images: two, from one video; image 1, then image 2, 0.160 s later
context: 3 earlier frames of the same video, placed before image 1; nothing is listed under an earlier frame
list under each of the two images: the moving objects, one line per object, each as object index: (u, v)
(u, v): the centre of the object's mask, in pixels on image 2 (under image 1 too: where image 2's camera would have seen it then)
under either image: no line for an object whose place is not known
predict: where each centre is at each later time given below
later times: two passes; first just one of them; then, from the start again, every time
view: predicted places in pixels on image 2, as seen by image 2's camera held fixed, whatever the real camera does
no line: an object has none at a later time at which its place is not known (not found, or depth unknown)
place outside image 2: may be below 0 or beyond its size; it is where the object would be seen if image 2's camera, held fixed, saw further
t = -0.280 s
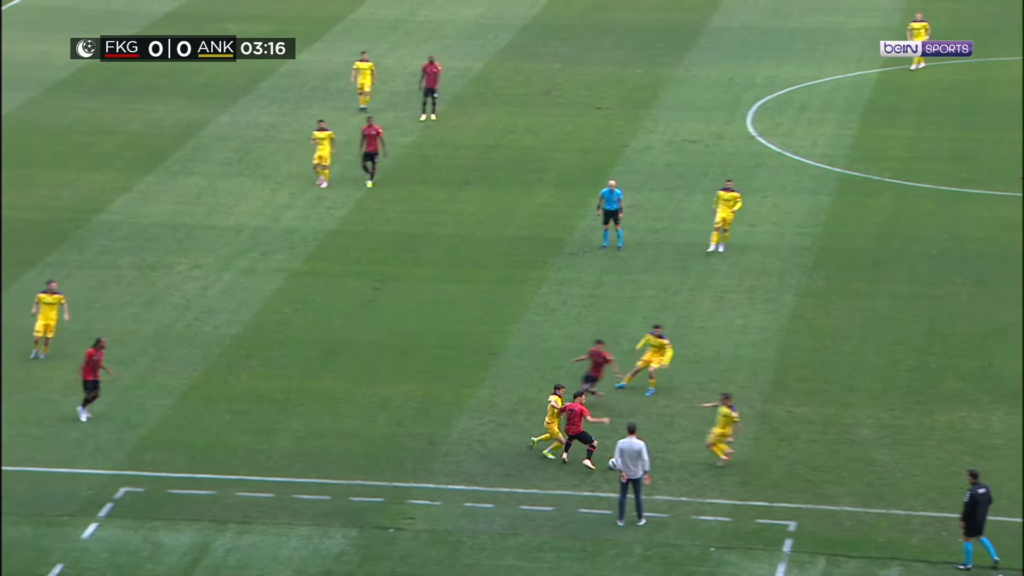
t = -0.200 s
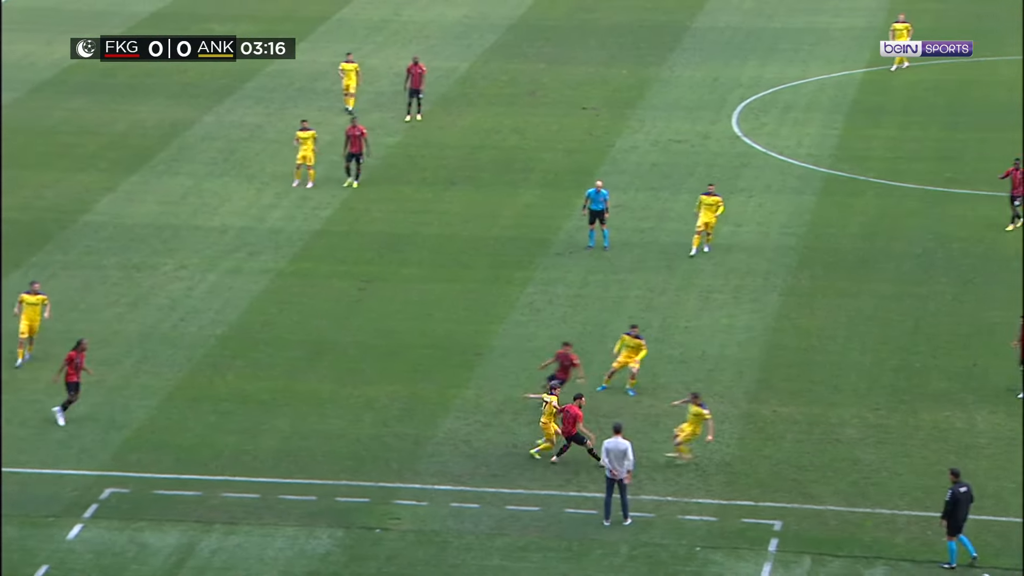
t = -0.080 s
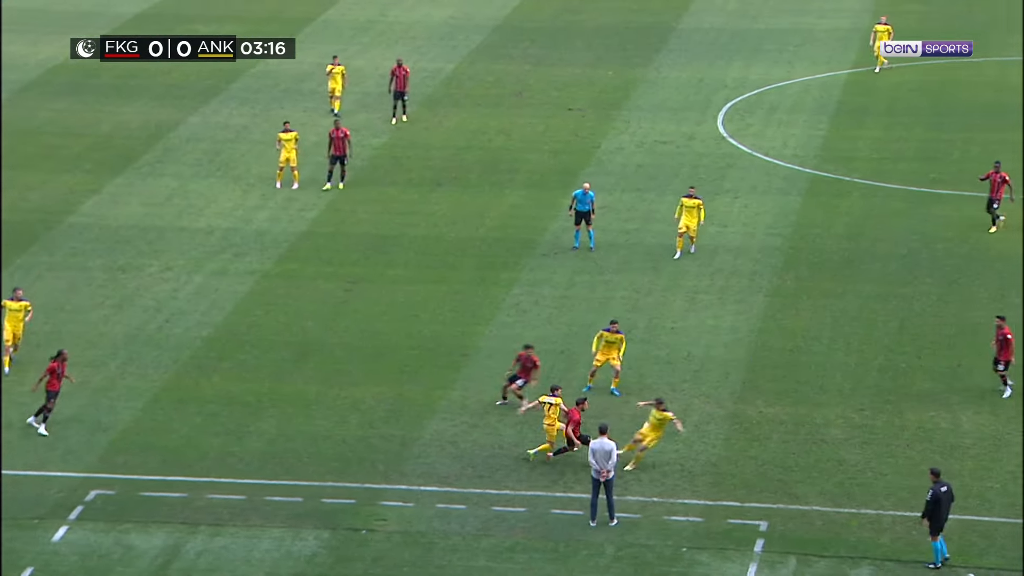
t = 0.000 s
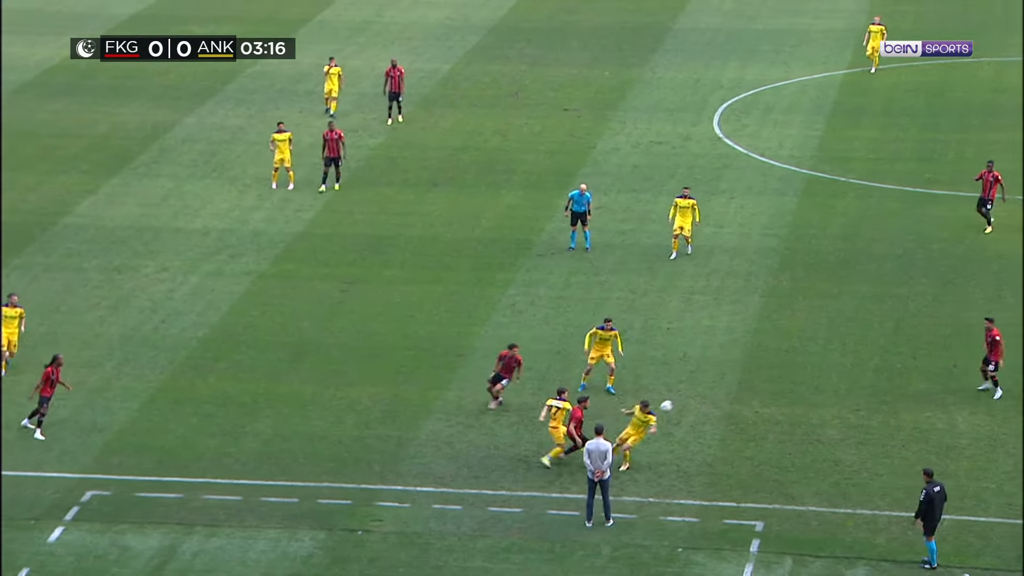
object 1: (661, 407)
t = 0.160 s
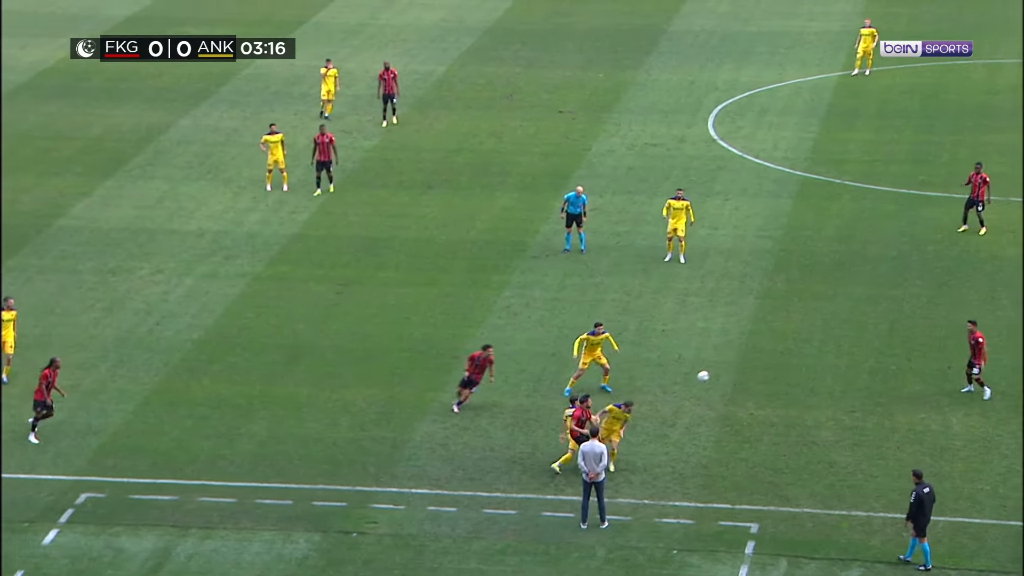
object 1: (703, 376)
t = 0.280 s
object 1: (734, 361)
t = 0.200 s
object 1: (713, 370)
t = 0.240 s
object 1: (724, 365)
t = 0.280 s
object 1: (734, 361)
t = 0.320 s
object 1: (744, 357)
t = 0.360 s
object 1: (754, 355)
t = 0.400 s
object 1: (764, 353)
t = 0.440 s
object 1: (773, 351)
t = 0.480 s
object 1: (783, 351)
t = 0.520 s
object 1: (793, 352)
